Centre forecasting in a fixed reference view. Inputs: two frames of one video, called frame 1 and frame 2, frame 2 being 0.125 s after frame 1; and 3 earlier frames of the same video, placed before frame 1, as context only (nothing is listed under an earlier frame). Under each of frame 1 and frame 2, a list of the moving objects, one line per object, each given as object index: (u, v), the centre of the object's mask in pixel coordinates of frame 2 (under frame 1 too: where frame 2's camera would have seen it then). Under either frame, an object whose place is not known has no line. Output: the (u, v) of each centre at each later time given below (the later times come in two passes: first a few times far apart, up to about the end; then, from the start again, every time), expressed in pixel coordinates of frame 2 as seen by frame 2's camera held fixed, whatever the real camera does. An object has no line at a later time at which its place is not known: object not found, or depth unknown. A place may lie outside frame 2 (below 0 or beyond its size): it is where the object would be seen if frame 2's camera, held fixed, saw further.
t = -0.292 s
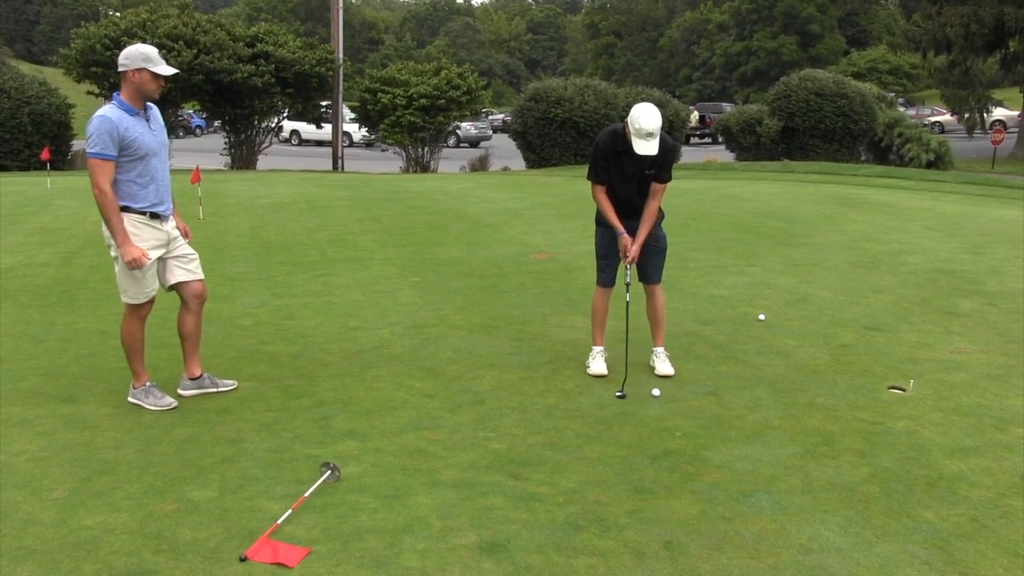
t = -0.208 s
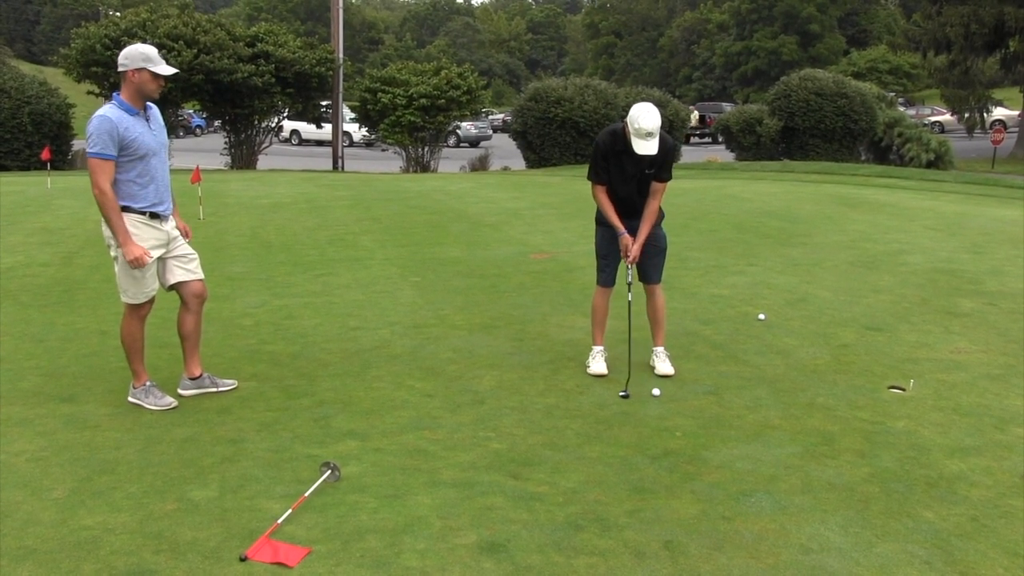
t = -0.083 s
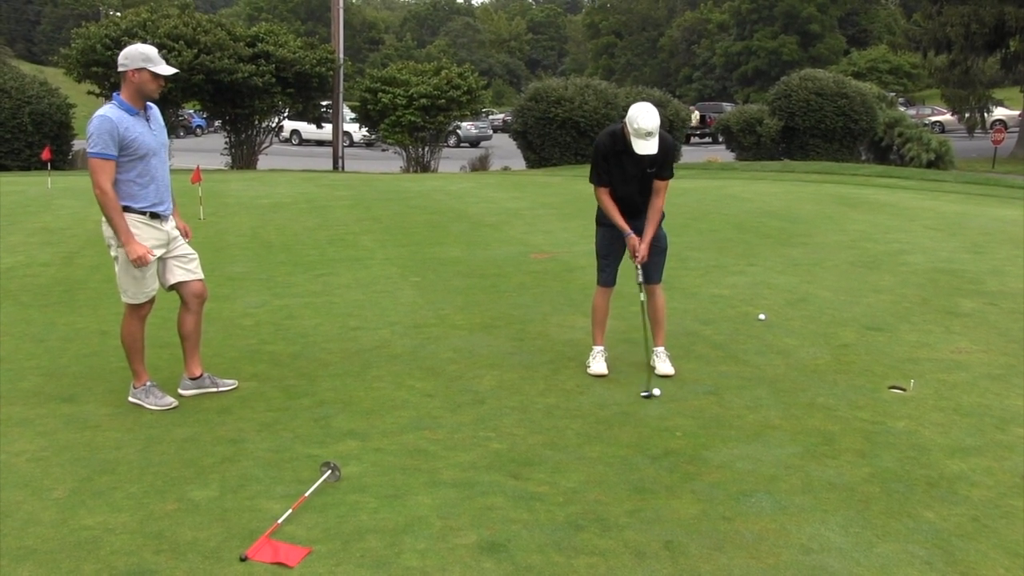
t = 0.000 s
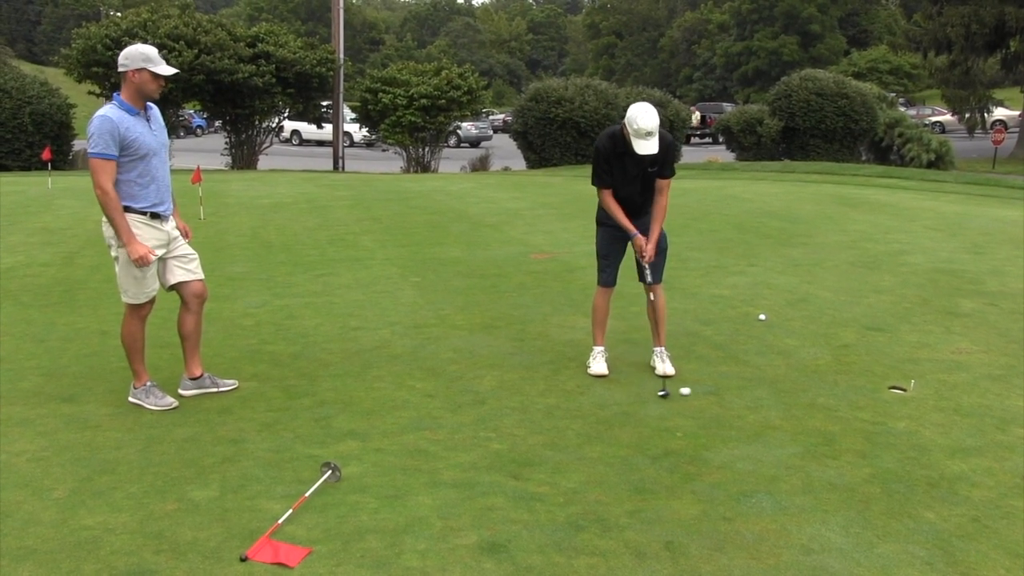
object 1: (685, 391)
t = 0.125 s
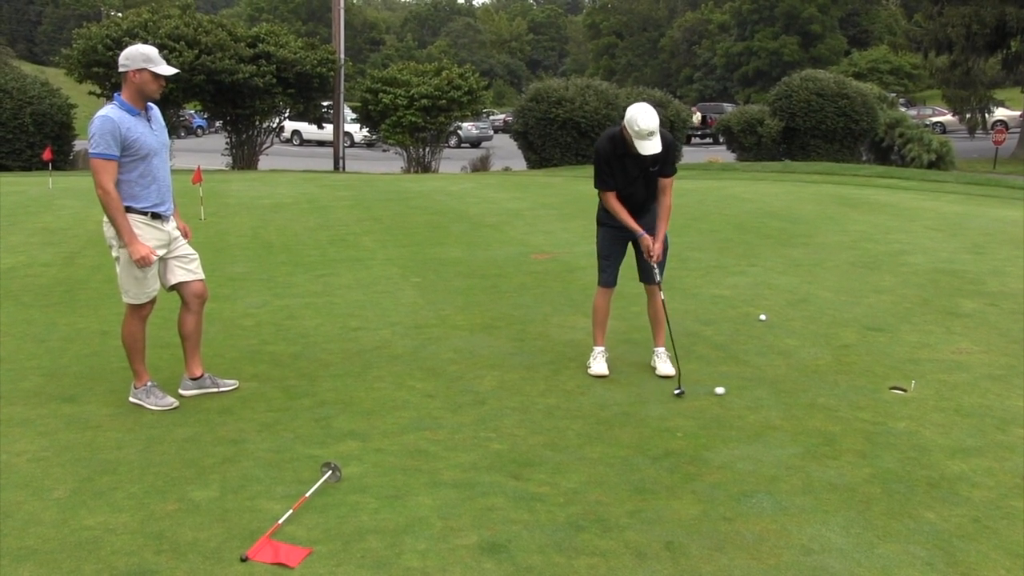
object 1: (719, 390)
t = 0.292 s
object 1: (758, 389)
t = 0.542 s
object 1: (809, 388)
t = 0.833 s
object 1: (859, 387)
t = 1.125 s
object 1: (898, 389)
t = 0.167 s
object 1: (729, 390)
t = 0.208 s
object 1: (739, 390)
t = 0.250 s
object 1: (749, 389)
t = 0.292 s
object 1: (758, 389)
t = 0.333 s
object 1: (767, 389)
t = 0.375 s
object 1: (776, 389)
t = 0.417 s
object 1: (785, 388)
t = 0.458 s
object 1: (793, 388)
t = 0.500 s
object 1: (801, 388)
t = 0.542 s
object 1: (809, 388)
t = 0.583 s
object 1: (817, 388)
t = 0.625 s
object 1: (825, 388)
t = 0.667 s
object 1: (832, 388)
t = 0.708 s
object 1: (839, 387)
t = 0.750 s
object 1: (846, 388)
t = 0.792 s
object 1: (853, 387)
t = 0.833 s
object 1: (859, 387)
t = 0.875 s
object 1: (866, 387)
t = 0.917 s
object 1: (872, 387)
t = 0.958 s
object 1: (877, 387)
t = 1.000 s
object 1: (882, 387)
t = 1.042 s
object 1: (887, 386)
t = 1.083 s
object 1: (892, 386)
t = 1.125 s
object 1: (898, 389)
